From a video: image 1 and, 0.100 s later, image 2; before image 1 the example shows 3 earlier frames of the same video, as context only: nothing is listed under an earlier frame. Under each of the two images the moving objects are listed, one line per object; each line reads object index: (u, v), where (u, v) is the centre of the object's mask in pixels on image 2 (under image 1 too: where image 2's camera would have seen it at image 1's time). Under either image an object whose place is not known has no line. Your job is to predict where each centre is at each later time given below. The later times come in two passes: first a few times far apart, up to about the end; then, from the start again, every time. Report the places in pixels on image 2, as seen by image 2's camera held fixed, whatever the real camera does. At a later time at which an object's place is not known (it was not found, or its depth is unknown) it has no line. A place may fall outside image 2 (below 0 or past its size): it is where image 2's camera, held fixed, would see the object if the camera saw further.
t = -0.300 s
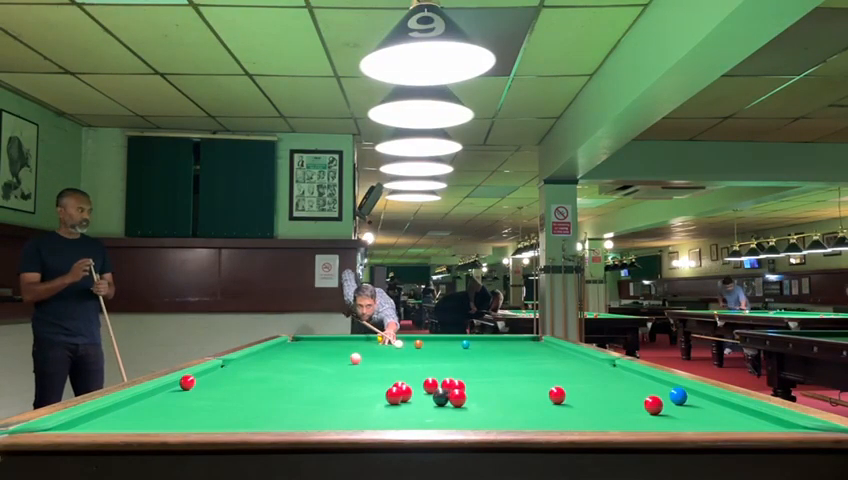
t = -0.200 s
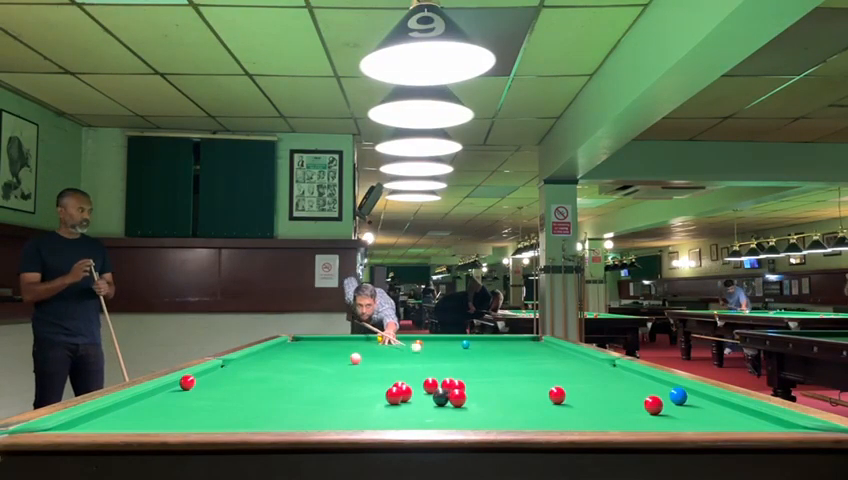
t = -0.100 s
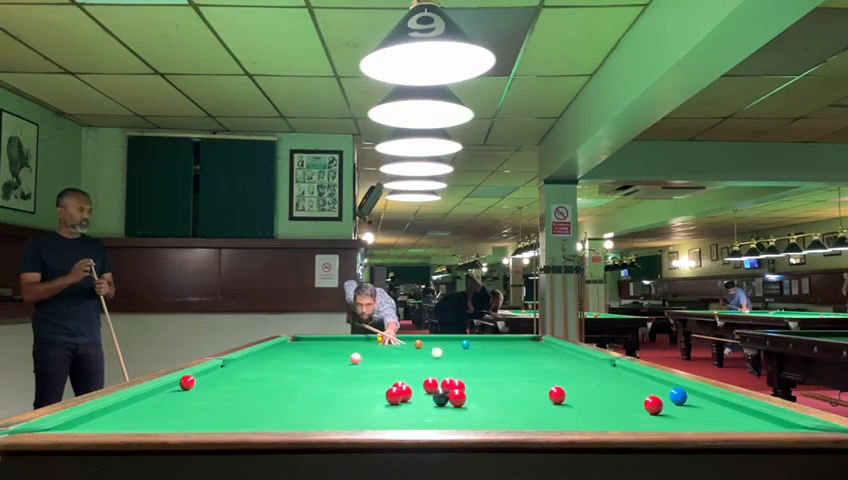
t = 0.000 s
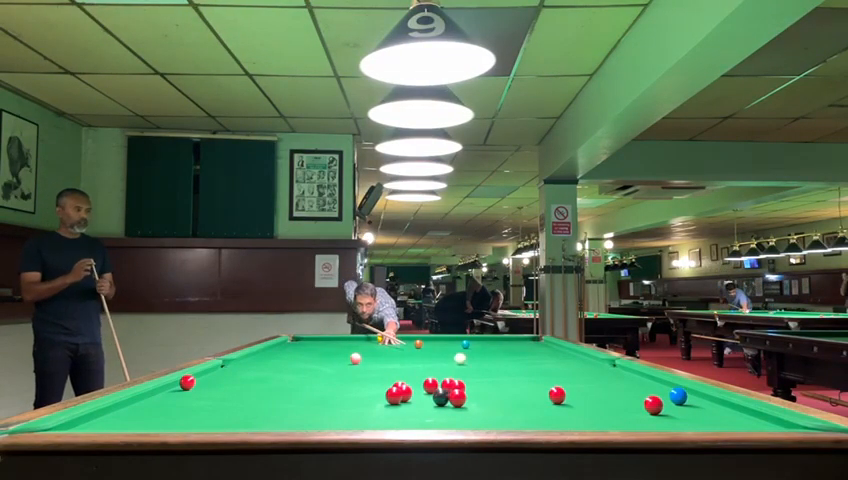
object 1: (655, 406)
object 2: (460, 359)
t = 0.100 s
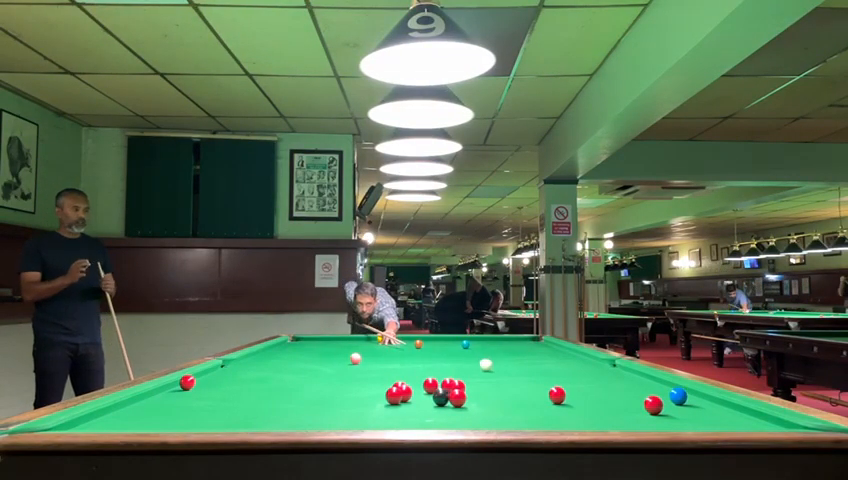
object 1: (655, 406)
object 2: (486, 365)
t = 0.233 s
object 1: (655, 406)
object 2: (527, 375)
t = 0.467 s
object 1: (655, 406)
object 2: (634, 401)
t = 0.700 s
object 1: (832, 430)
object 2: (633, 409)
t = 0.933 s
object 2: (653, 420)
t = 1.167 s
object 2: (664, 424)
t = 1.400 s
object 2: (651, 418)
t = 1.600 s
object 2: (642, 411)
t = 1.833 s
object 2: (633, 404)
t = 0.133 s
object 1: (655, 406)
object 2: (495, 367)
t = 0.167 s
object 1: (655, 406)
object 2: (505, 369)
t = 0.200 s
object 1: (655, 406)
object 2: (516, 372)
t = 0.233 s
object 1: (655, 406)
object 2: (527, 375)
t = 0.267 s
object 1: (655, 406)
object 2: (539, 377)
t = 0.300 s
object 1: (655, 406)
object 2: (552, 380)
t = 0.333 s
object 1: (655, 406)
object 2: (567, 384)
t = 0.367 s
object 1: (655, 406)
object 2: (581, 388)
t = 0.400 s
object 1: (655, 406)
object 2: (598, 392)
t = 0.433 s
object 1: (655, 406)
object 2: (616, 396)
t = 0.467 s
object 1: (655, 406)
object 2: (634, 401)
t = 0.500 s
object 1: (673, 409)
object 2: (636, 403)
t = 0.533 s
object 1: (698, 413)
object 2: (634, 403)
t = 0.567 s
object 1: (723, 417)
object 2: (632, 404)
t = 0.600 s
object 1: (750, 420)
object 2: (631, 405)
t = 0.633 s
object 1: (777, 423)
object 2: (630, 406)
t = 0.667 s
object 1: (806, 426)
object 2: (631, 407)
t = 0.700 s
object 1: (832, 430)
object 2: (633, 409)
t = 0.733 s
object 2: (635, 410)
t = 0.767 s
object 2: (638, 412)
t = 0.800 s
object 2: (641, 414)
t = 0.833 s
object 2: (644, 416)
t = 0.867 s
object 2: (647, 417)
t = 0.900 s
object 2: (650, 419)
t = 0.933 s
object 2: (653, 420)
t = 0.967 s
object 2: (656, 422)
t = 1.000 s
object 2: (659, 423)
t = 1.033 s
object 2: (662, 424)
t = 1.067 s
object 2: (666, 425)
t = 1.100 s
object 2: (669, 426)
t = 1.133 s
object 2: (666, 425)
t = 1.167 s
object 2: (664, 424)
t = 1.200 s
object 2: (662, 423)
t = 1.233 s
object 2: (660, 422)
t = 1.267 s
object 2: (658, 421)
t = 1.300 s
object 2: (656, 420)
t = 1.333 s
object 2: (655, 420)
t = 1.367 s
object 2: (653, 419)
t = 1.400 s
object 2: (651, 418)
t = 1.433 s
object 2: (649, 417)
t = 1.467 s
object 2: (648, 416)
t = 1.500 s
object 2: (646, 414)
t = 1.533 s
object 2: (645, 413)
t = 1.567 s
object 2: (643, 412)
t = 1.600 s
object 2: (642, 411)
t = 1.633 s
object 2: (641, 410)
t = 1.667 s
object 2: (639, 409)
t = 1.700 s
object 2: (637, 408)
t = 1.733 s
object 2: (636, 407)
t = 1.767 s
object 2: (635, 406)
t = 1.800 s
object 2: (634, 405)
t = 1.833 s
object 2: (633, 404)
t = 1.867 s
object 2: (632, 403)
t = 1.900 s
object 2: (631, 402)
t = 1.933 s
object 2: (629, 401)
